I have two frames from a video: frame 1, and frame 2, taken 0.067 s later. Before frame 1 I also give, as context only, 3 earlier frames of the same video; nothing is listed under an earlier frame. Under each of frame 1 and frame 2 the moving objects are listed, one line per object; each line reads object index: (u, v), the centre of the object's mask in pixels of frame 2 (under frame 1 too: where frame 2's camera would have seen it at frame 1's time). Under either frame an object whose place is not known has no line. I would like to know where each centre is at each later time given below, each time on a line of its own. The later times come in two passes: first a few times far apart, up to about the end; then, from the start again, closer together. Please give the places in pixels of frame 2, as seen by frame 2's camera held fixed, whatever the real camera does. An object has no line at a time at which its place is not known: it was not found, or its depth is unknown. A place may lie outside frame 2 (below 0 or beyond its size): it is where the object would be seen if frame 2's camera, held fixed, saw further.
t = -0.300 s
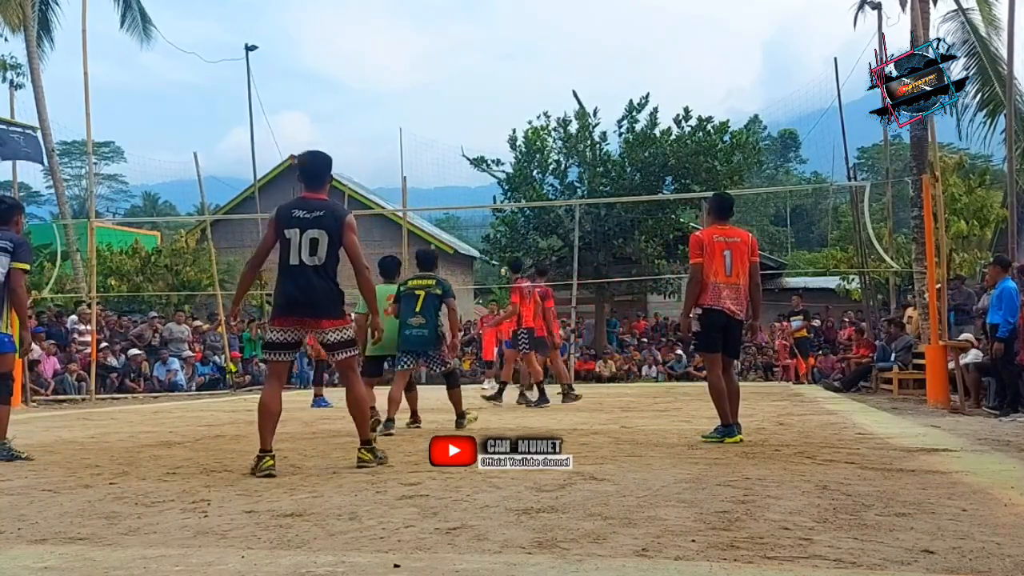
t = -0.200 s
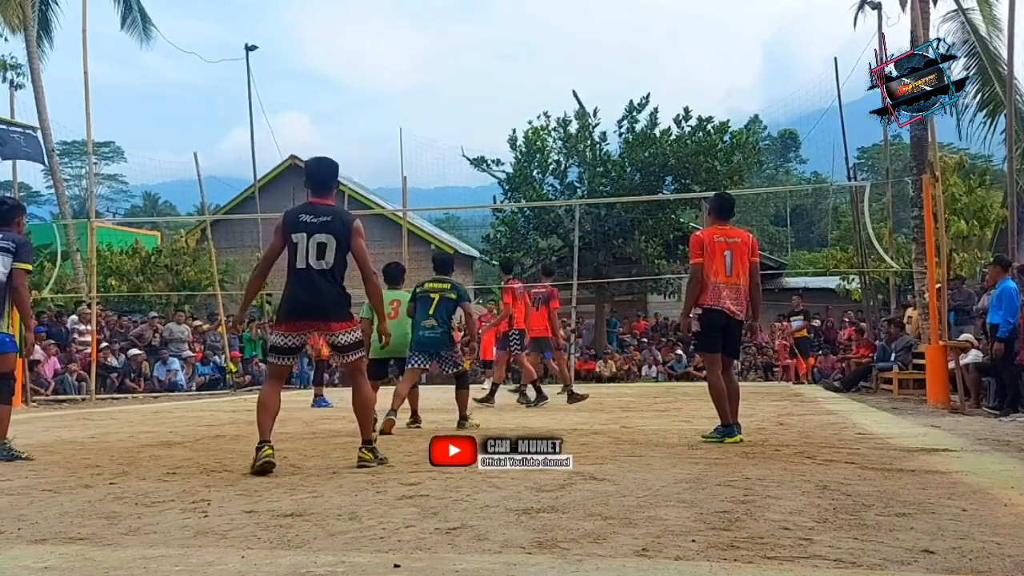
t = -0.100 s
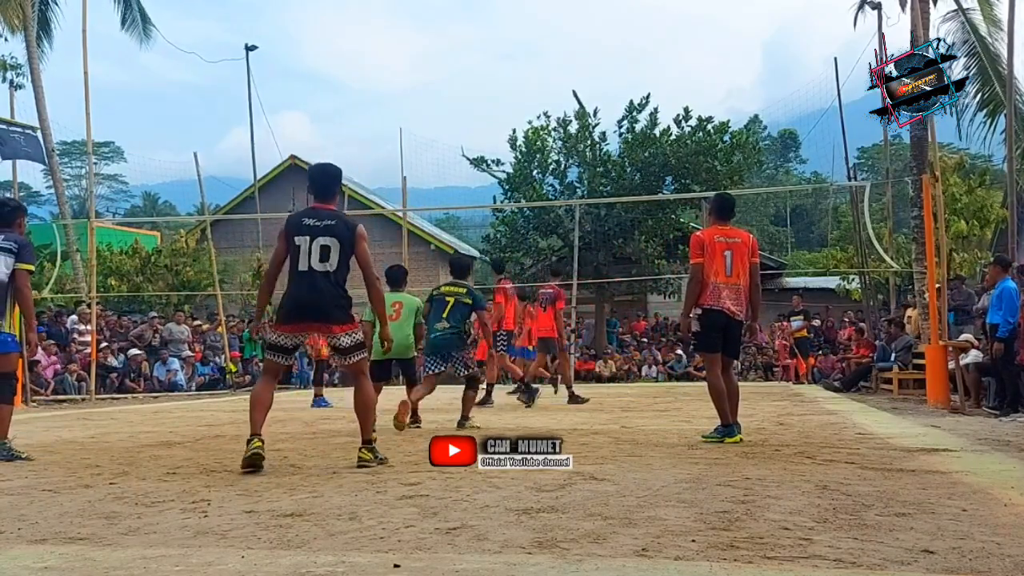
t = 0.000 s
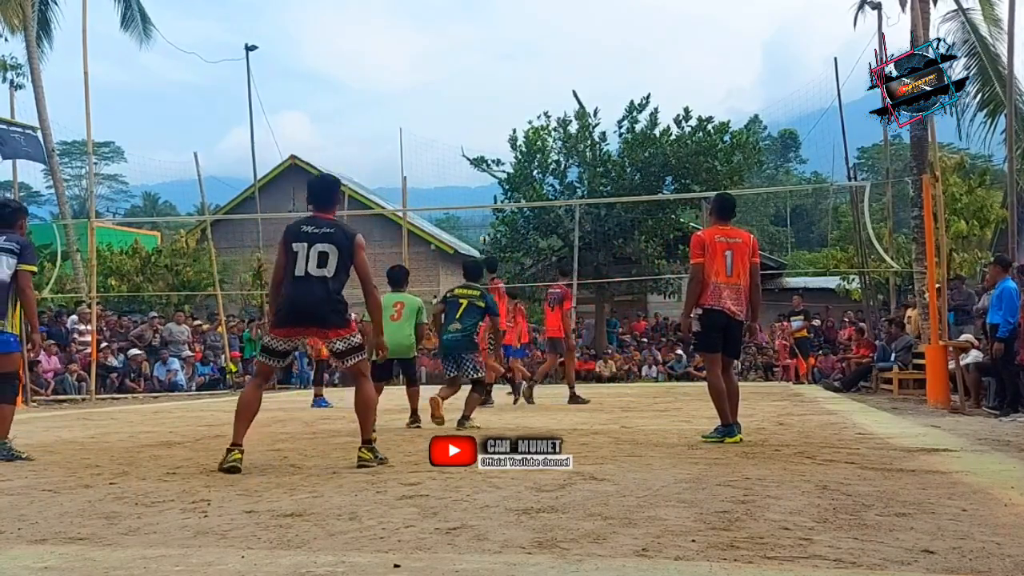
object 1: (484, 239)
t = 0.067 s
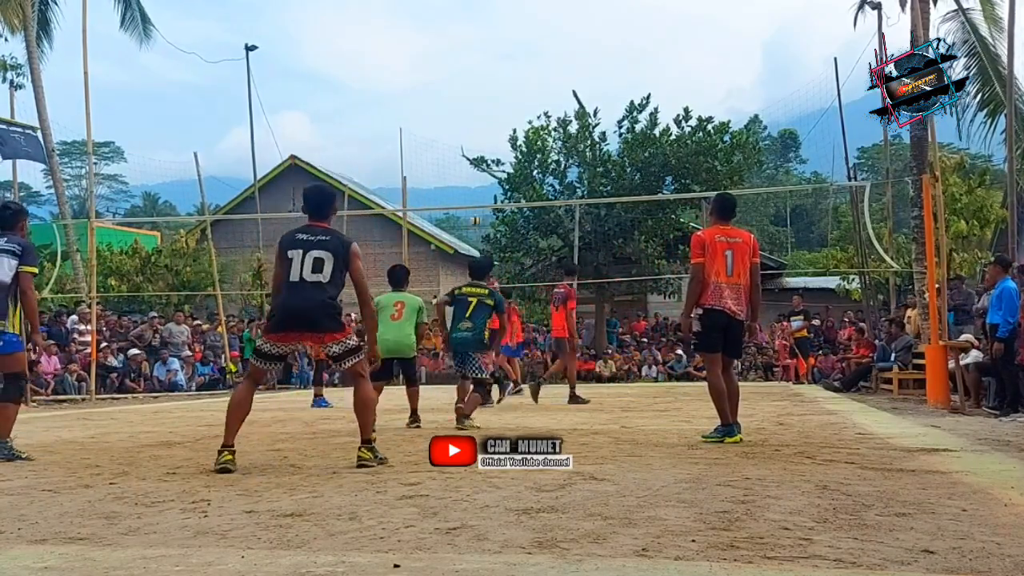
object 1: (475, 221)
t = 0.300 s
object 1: (441, 158)
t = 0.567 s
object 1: (392, 104)
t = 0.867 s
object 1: (302, 72)
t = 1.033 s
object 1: (220, 83)
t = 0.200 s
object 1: (456, 184)
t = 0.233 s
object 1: (451, 175)
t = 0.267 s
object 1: (446, 167)
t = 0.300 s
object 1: (441, 158)
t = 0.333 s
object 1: (436, 150)
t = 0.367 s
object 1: (431, 143)
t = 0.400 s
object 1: (425, 135)
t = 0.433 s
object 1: (419, 129)
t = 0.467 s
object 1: (413, 122)
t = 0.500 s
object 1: (407, 116)
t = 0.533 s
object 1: (400, 109)
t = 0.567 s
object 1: (392, 104)
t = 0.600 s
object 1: (385, 98)
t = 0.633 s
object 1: (377, 93)
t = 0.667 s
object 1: (368, 89)
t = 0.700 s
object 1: (359, 84)
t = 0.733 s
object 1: (349, 81)
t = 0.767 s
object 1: (339, 78)
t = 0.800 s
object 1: (327, 75)
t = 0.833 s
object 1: (315, 73)
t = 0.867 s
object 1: (302, 72)
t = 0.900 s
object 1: (288, 72)
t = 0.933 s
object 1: (273, 73)
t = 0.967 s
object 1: (257, 75)
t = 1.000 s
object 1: (239, 79)
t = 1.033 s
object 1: (220, 83)
